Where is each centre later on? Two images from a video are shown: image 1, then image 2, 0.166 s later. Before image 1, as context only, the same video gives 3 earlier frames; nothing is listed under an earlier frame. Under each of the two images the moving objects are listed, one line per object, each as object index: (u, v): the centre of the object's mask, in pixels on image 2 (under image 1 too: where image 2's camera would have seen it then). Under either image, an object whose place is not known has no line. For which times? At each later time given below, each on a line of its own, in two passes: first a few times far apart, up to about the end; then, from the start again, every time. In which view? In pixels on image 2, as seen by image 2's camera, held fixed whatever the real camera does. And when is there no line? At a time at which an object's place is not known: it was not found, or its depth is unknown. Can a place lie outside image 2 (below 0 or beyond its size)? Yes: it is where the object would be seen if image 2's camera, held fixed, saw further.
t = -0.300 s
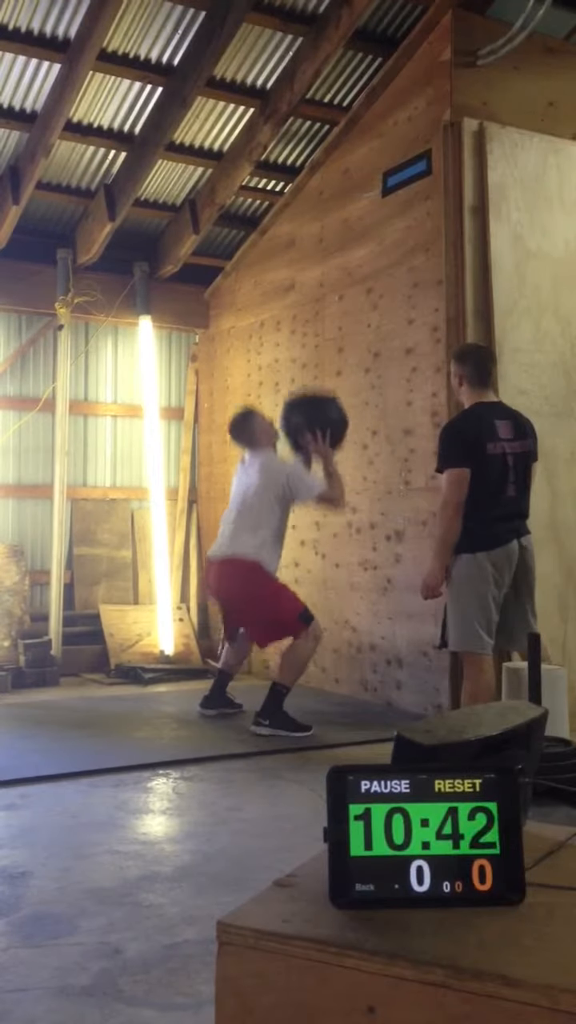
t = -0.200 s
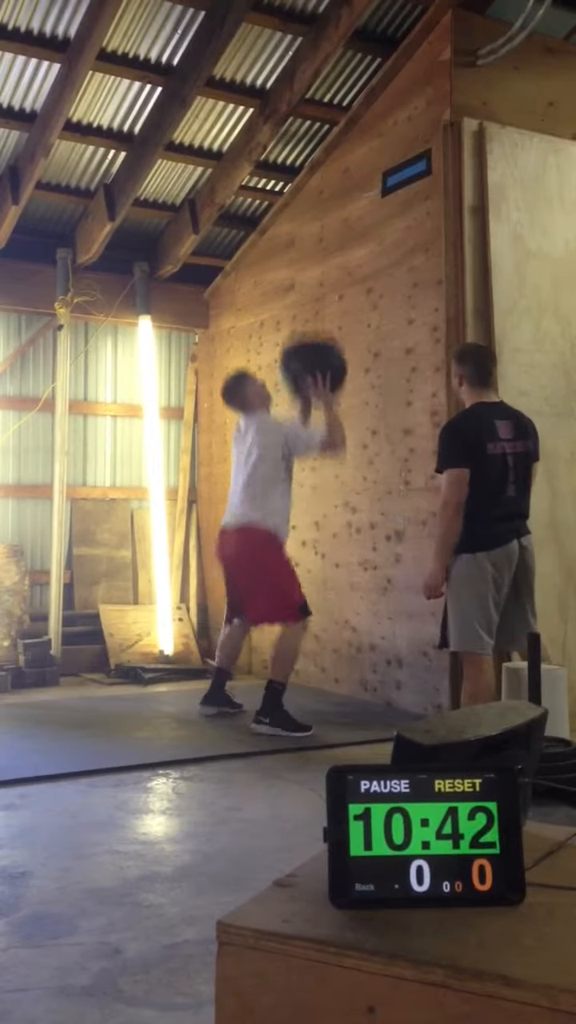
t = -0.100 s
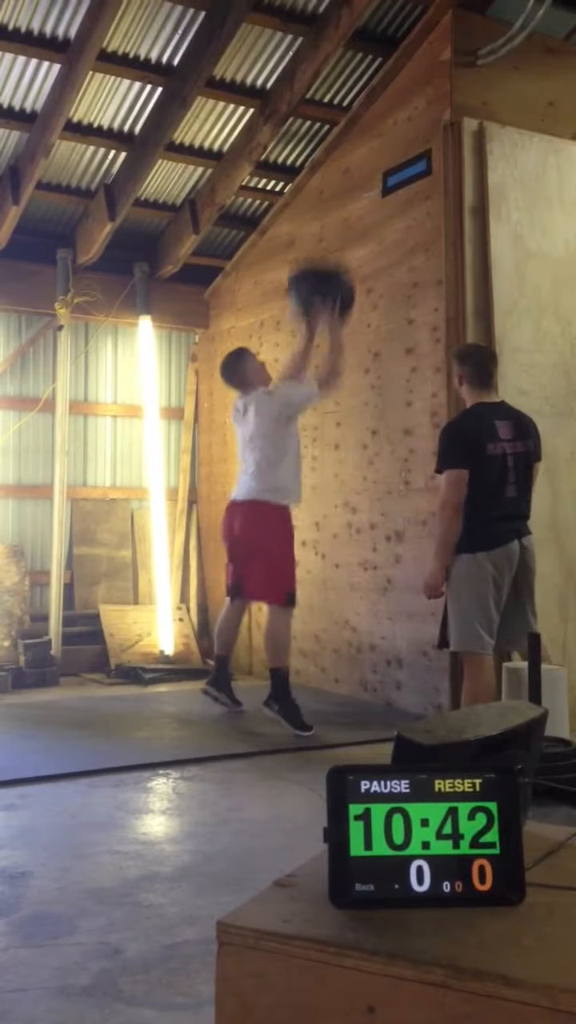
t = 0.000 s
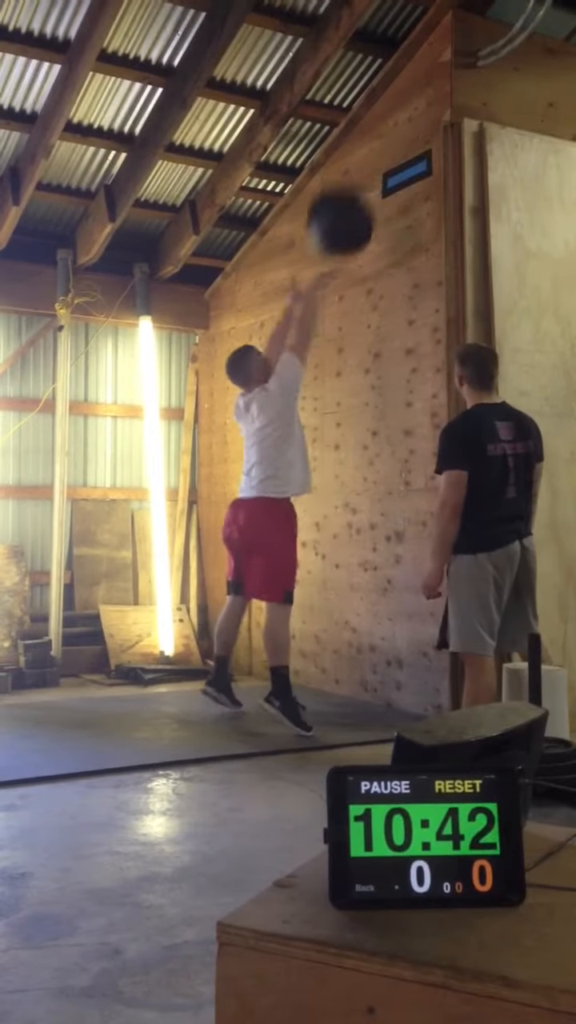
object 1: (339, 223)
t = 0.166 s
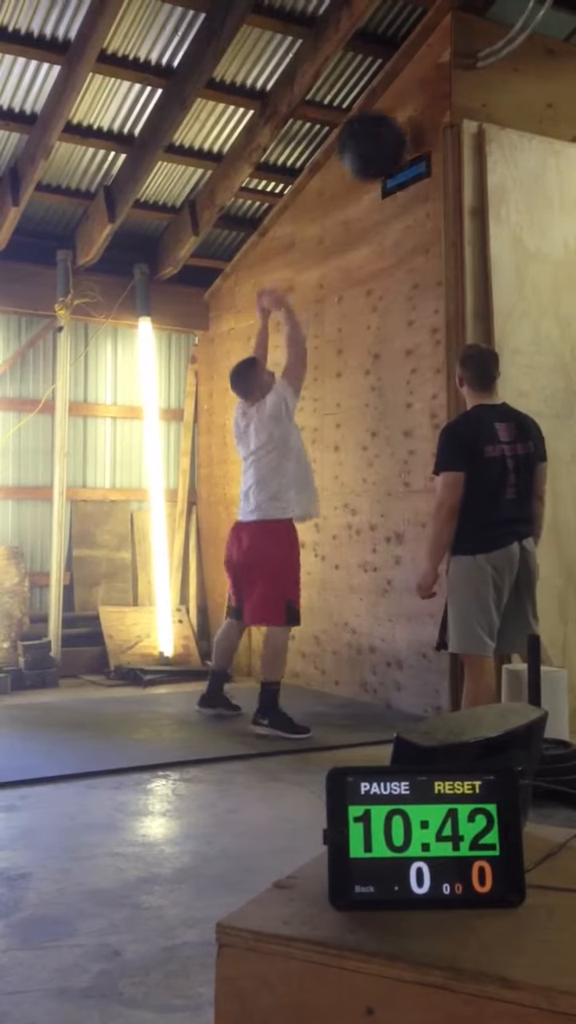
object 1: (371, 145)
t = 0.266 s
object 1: (387, 125)
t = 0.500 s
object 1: (358, 142)
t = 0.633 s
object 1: (339, 199)
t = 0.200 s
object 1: (377, 136)
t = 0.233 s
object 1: (386, 129)
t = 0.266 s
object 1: (387, 125)
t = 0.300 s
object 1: (385, 121)
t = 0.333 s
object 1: (383, 119)
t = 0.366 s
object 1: (373, 120)
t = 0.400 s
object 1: (369, 122)
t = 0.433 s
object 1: (366, 127)
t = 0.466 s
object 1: (362, 134)
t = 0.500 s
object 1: (358, 142)
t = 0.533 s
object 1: (352, 152)
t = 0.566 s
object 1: (347, 166)
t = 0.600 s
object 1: (342, 181)
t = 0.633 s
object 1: (339, 199)
